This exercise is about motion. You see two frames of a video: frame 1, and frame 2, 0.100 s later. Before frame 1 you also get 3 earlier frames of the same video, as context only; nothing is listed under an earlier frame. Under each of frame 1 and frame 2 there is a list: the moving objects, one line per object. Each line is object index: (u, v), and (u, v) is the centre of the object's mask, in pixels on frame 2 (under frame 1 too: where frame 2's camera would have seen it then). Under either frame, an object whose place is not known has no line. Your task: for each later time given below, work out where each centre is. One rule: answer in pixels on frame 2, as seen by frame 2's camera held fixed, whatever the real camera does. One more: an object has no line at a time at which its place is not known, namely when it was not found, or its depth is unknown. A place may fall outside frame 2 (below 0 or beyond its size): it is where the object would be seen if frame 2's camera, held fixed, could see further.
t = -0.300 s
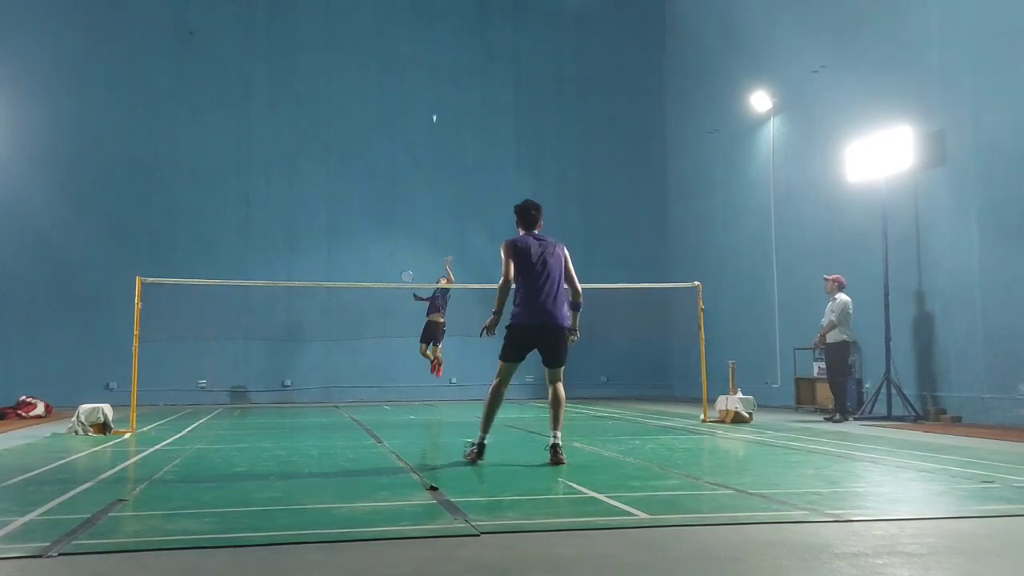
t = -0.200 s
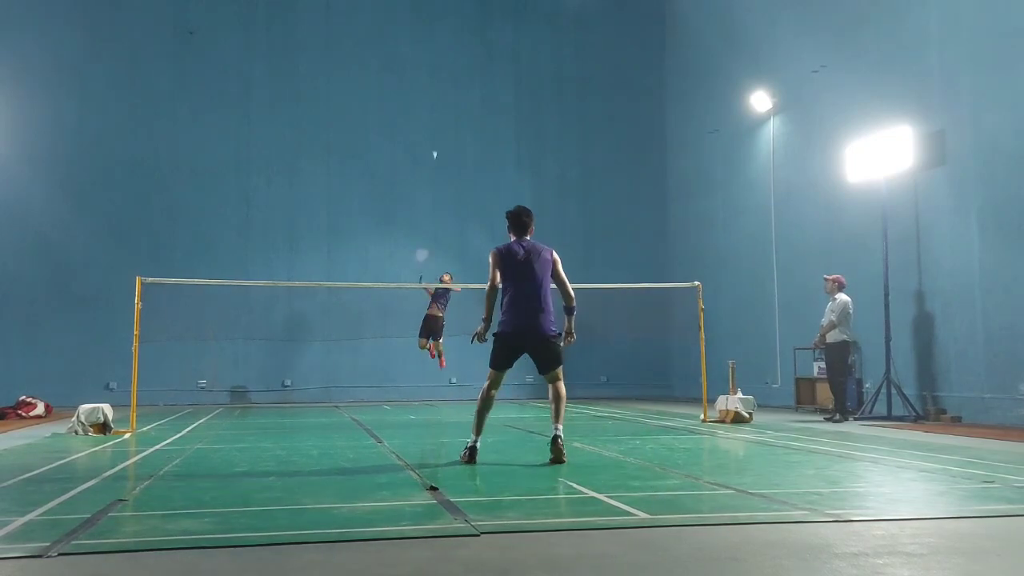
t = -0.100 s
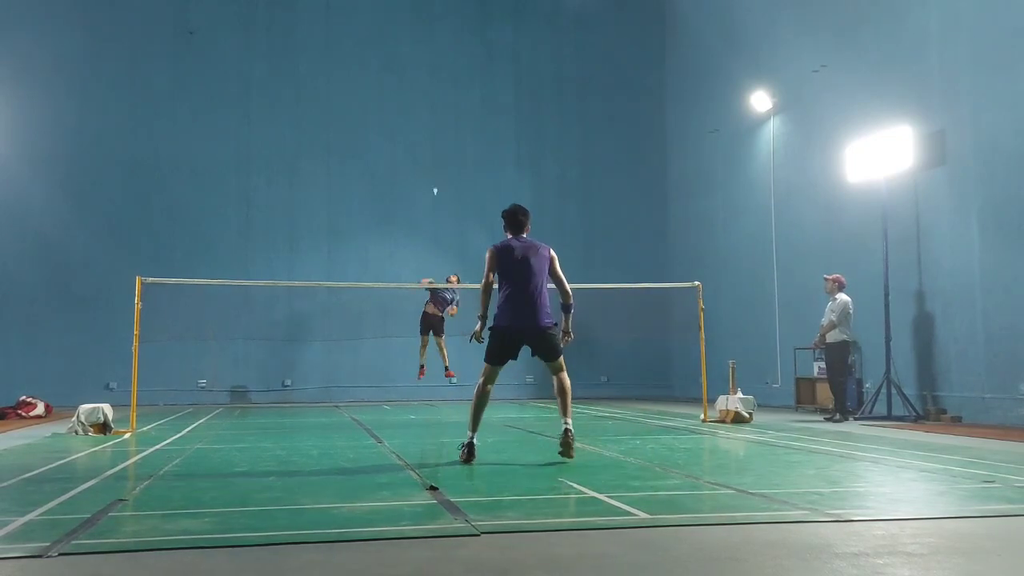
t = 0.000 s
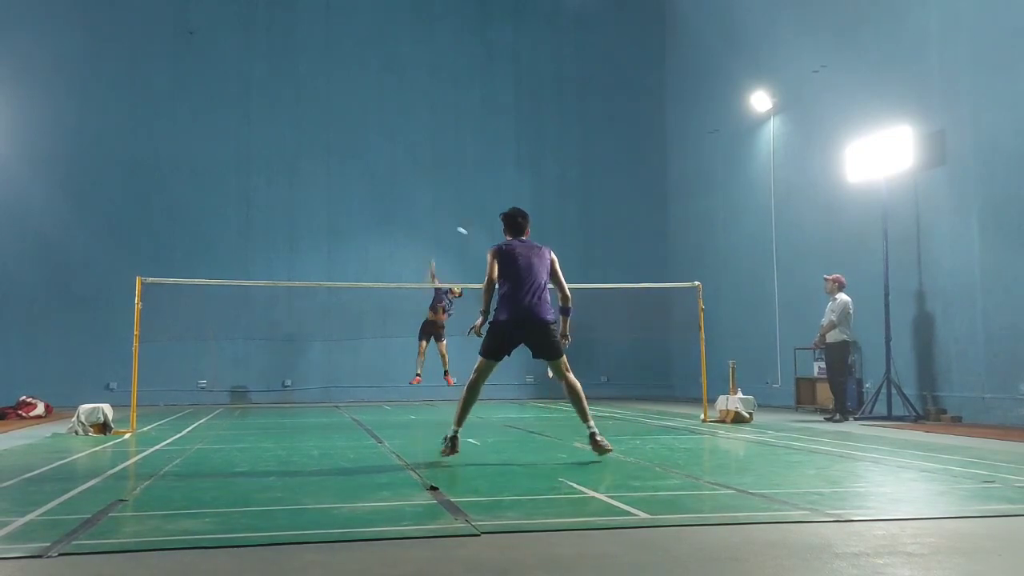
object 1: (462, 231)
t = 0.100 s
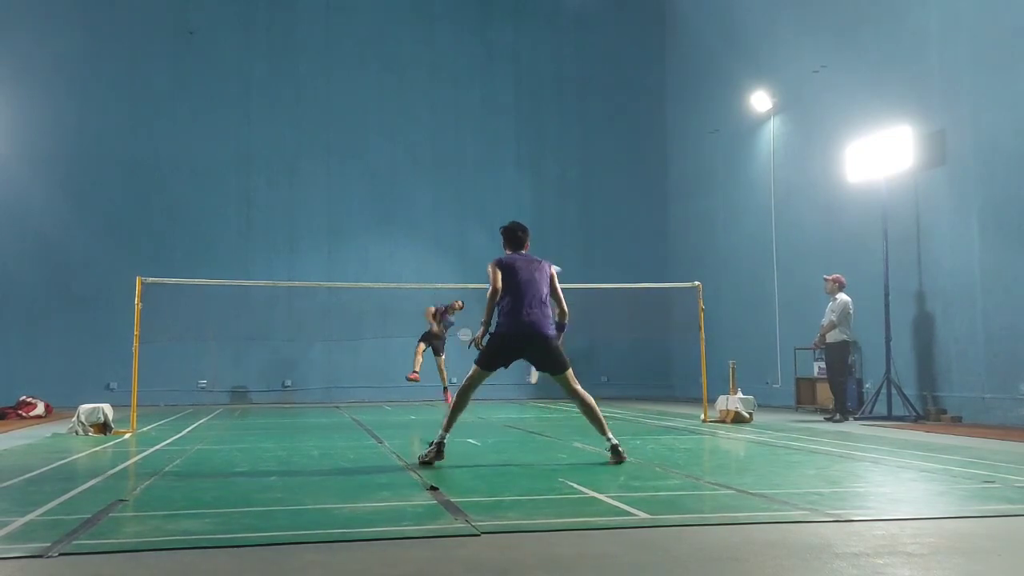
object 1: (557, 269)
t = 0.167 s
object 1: (604, 291)
